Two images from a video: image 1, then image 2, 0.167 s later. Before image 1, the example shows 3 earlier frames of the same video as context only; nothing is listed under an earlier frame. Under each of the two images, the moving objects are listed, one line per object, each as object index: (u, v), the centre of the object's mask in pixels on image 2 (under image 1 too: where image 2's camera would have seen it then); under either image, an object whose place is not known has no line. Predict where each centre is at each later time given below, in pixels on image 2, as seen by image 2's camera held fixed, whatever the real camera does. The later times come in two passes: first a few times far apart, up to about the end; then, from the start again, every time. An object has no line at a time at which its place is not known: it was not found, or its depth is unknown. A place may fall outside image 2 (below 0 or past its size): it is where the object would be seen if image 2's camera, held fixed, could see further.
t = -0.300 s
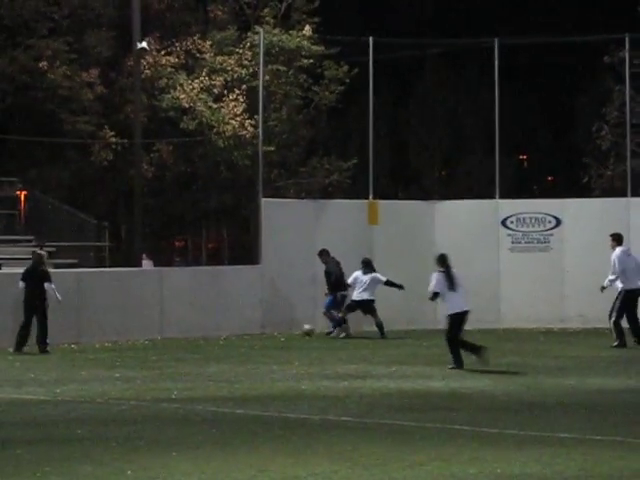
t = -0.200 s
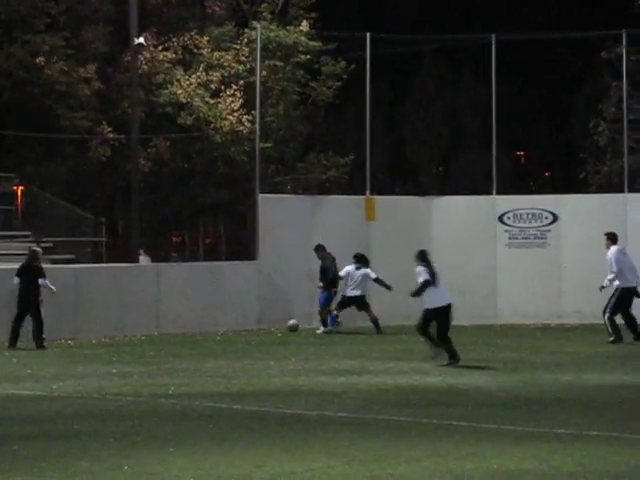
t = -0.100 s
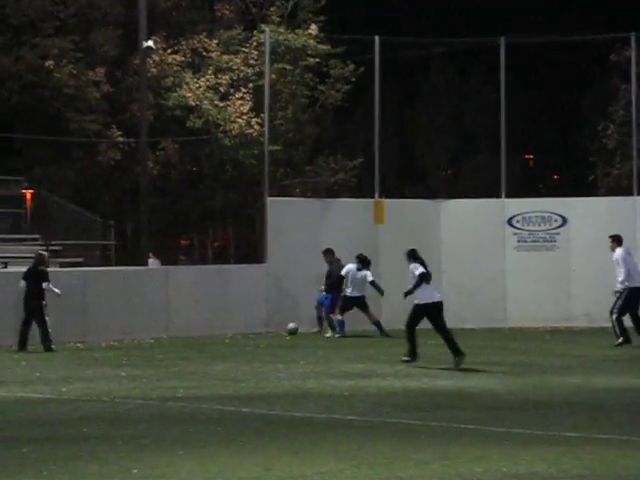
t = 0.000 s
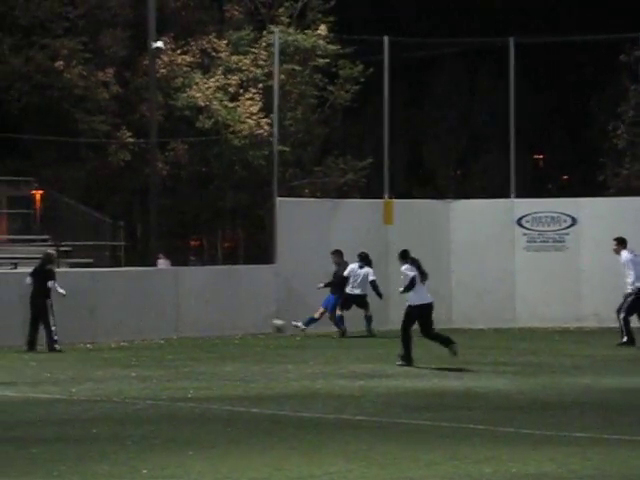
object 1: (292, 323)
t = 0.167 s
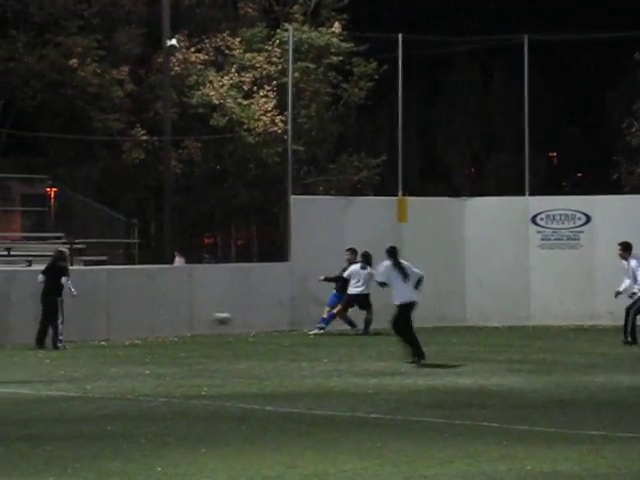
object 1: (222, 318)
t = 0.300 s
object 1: (179, 326)
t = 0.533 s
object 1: (135, 325)
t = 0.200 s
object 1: (208, 319)
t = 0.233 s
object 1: (193, 321)
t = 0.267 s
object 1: (186, 323)
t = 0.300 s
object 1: (179, 326)
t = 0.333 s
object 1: (172, 330)
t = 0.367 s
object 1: (164, 333)
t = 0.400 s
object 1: (158, 330)
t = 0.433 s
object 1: (153, 328)
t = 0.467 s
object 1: (147, 326)
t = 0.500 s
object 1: (141, 325)
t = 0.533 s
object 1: (135, 325)
